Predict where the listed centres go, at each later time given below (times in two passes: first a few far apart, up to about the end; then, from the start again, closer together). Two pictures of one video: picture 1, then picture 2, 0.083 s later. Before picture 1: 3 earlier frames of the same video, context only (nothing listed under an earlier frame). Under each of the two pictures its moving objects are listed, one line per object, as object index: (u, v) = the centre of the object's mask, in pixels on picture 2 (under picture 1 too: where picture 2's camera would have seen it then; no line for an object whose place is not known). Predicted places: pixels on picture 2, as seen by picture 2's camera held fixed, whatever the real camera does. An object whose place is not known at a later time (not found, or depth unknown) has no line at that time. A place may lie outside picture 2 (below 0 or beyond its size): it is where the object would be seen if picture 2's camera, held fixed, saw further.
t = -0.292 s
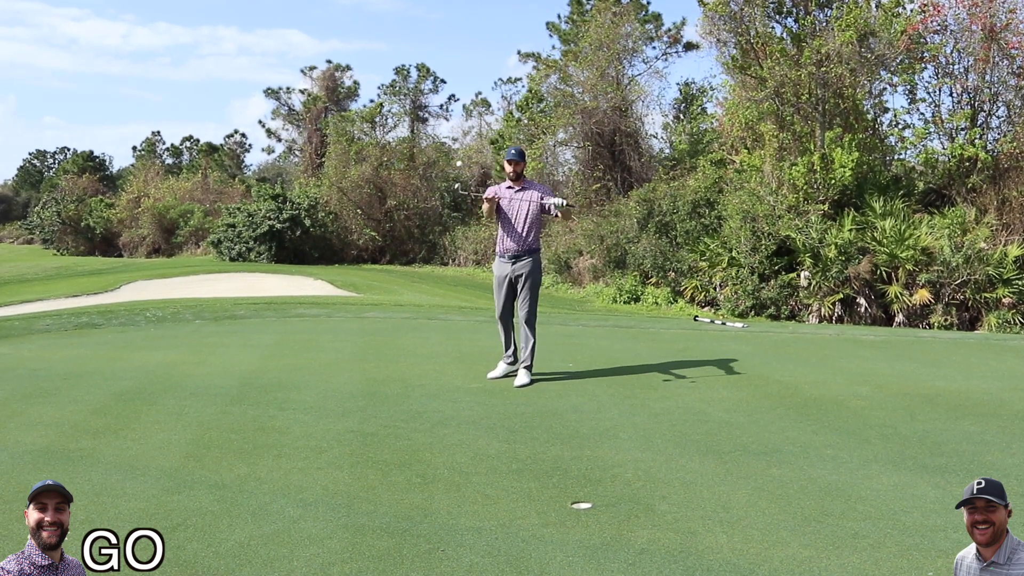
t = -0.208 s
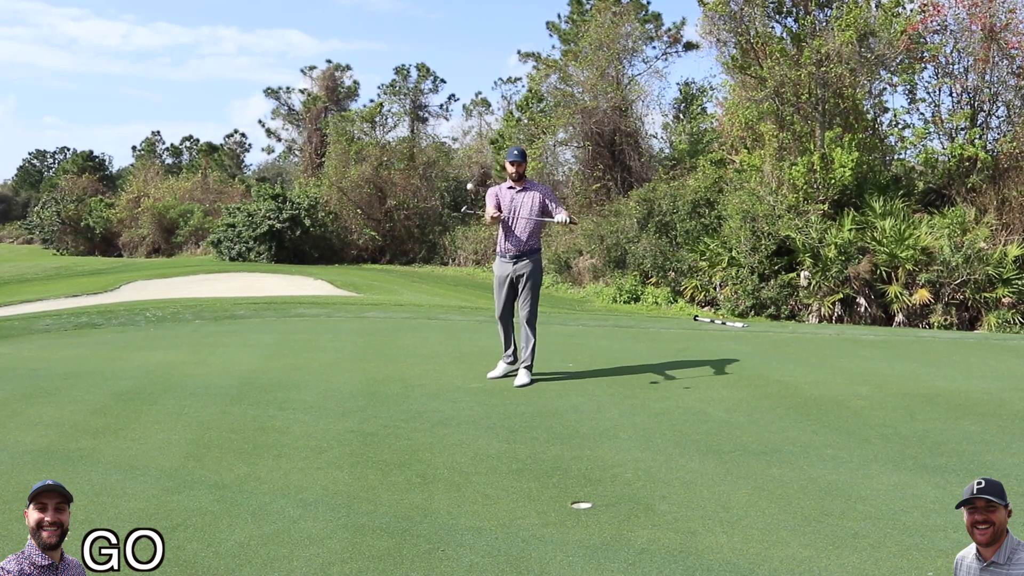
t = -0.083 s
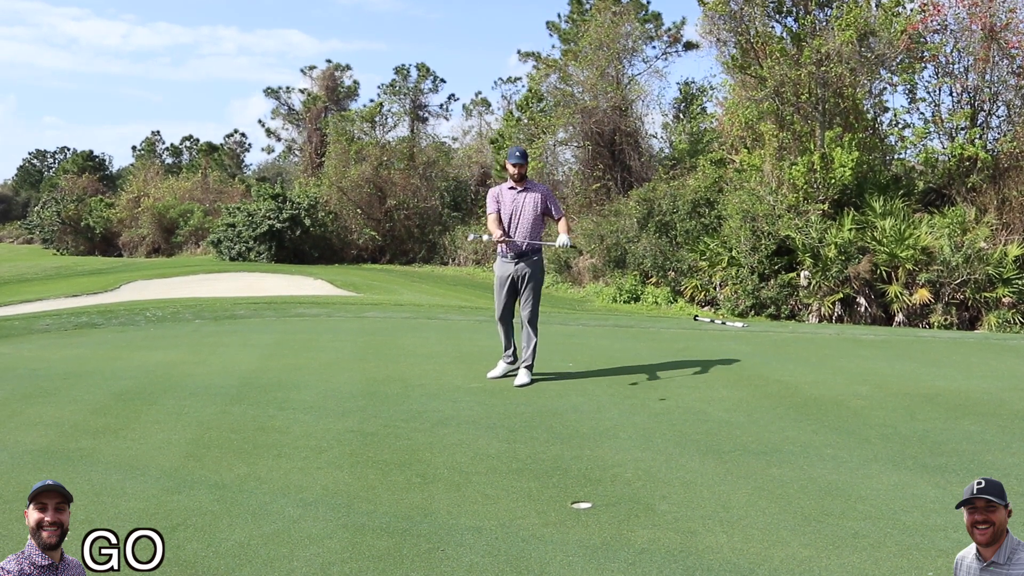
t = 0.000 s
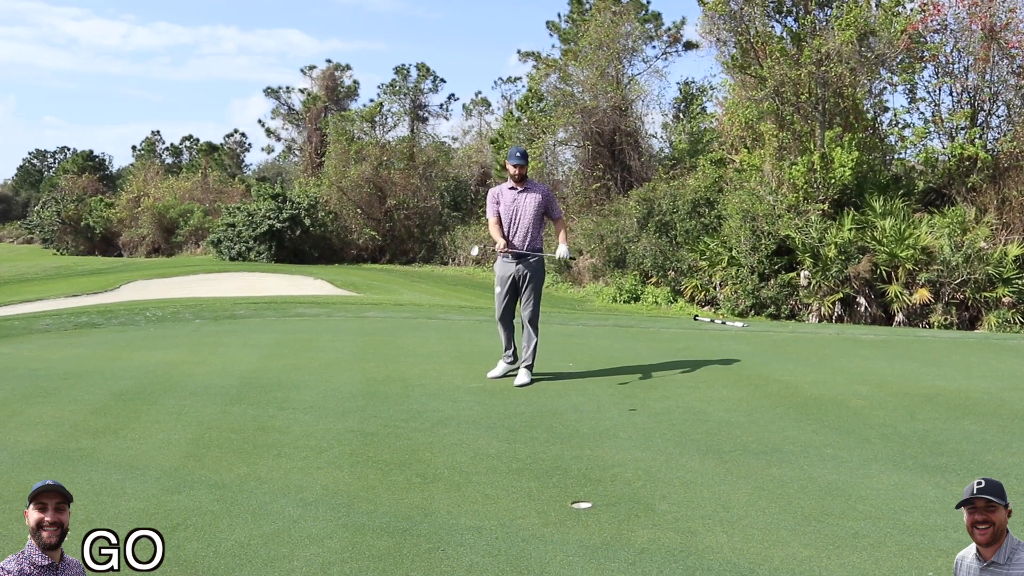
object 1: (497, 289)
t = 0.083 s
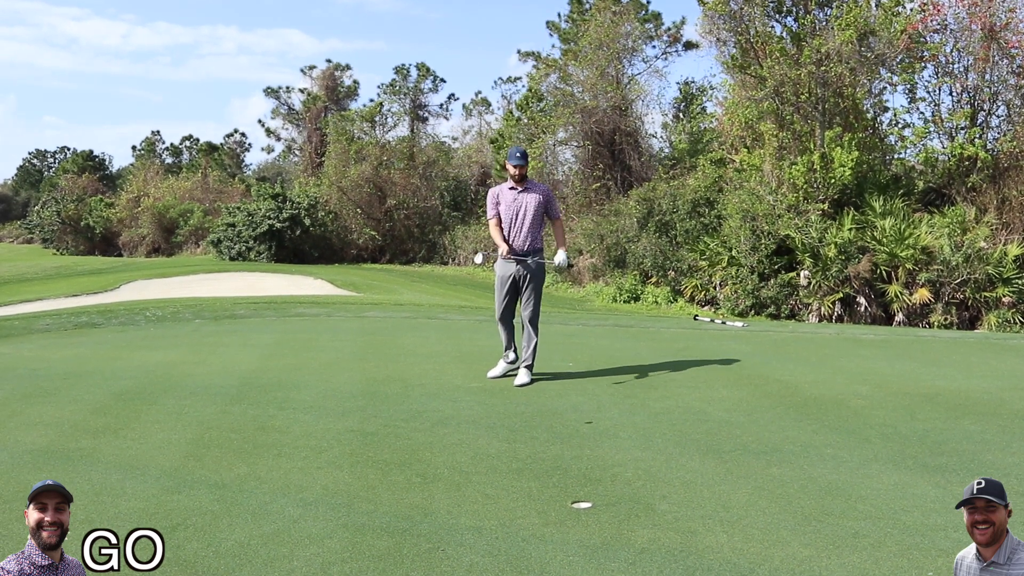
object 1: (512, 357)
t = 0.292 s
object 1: (535, 420)
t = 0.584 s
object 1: (557, 446)
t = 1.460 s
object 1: (600, 479)
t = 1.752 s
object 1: (606, 485)
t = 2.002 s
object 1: (607, 487)
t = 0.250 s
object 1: (532, 423)
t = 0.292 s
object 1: (535, 420)
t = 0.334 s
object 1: (538, 421)
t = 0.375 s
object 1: (542, 425)
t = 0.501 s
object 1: (551, 447)
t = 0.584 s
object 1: (557, 446)
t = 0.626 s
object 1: (562, 451)
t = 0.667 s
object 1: (563, 453)
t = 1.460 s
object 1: (600, 479)
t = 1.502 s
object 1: (601, 479)
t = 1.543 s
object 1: (602, 481)
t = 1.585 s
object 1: (603, 482)
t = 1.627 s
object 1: (604, 483)
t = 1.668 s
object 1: (605, 483)
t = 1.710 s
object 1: (605, 484)
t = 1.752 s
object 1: (606, 485)
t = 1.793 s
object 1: (606, 485)
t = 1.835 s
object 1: (607, 486)
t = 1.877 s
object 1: (607, 486)
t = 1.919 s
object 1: (607, 487)
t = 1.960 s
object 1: (607, 487)
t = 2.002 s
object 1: (607, 487)
